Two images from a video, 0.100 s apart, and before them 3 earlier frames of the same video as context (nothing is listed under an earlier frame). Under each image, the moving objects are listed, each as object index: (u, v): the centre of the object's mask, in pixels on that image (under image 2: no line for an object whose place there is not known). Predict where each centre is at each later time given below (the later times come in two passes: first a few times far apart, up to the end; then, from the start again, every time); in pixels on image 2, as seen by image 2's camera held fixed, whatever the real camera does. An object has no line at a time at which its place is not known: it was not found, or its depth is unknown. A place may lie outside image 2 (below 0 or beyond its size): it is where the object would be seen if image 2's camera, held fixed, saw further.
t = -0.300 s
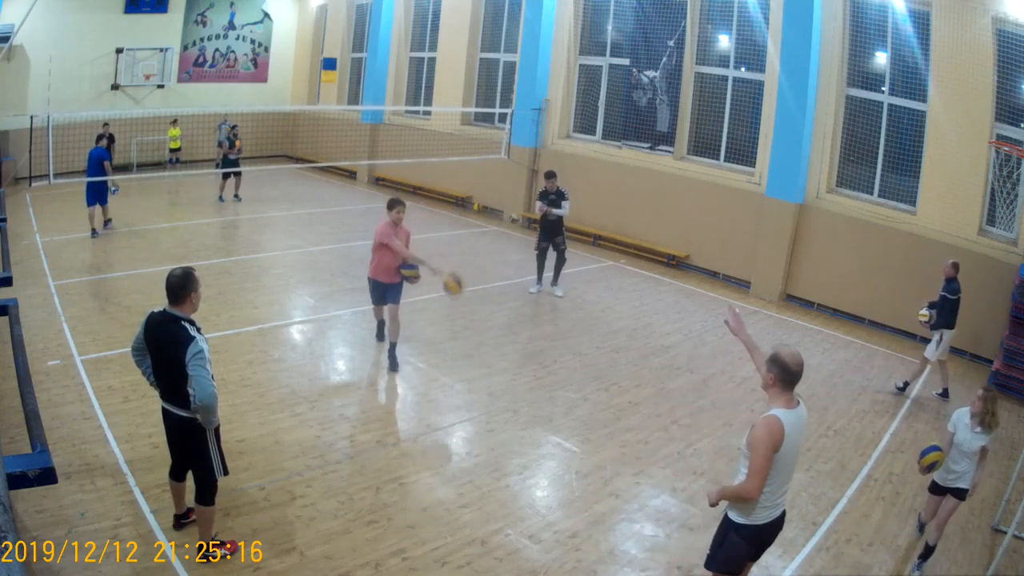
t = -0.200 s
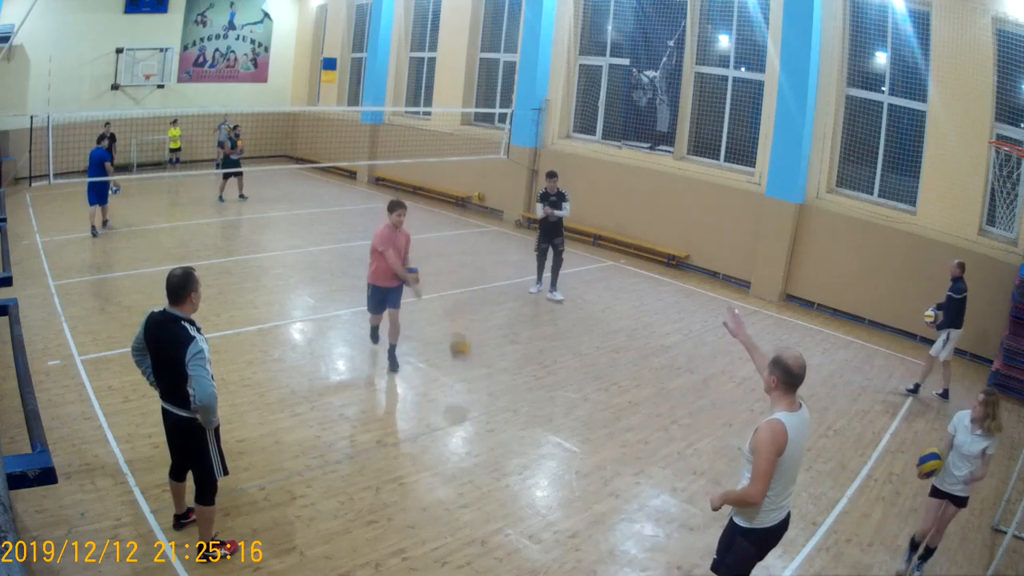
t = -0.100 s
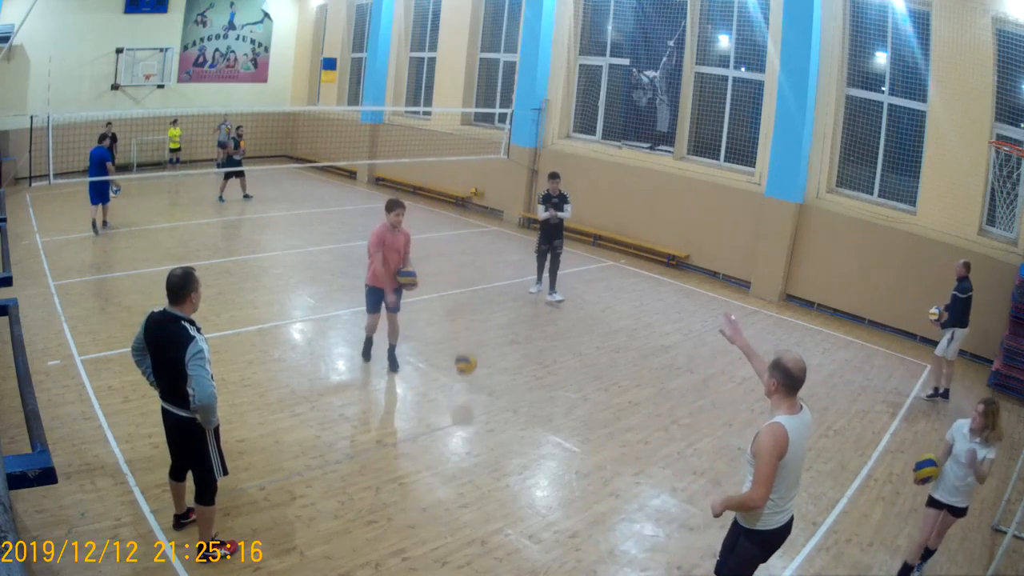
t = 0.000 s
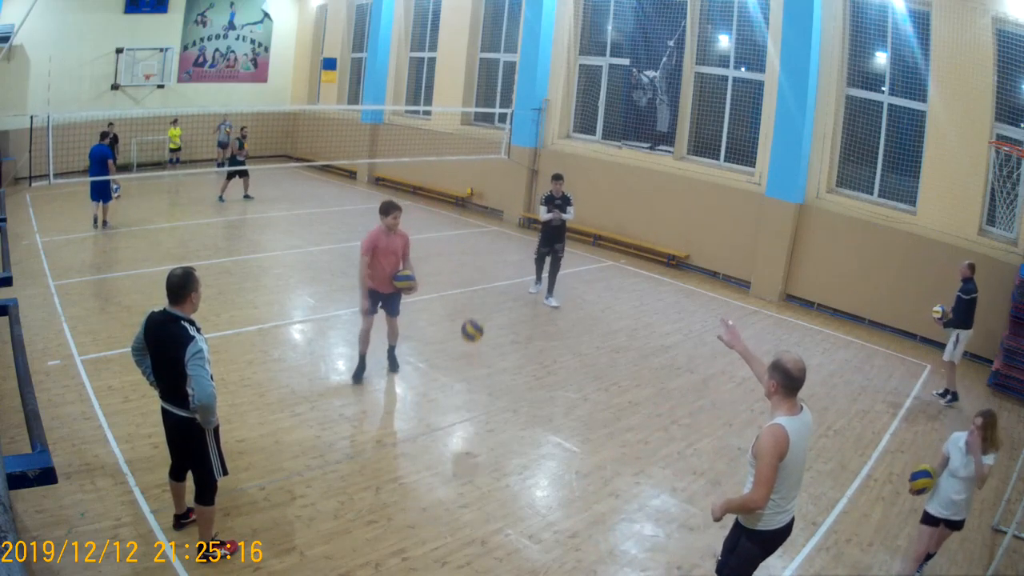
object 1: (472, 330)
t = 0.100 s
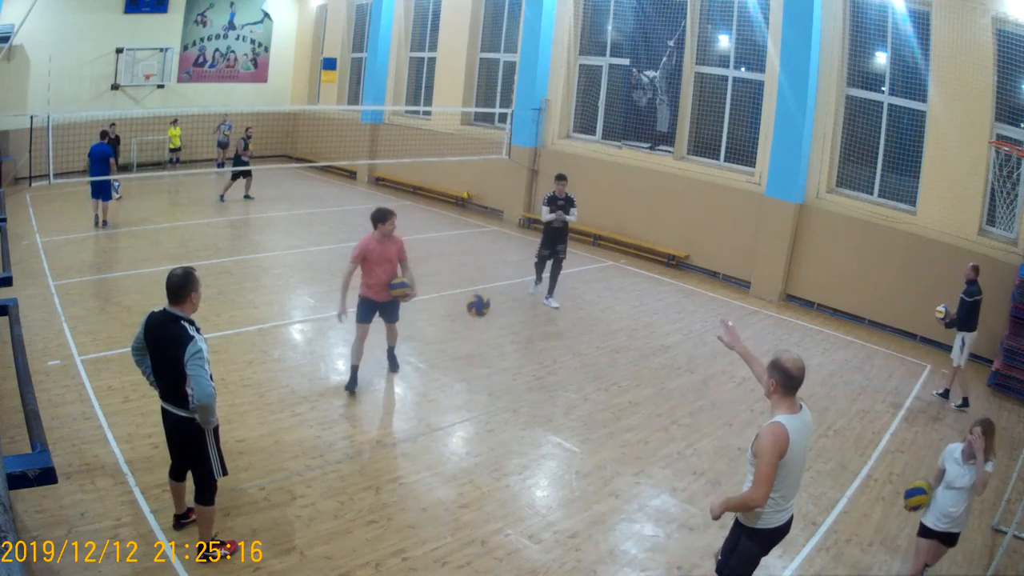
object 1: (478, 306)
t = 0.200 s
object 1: (484, 289)
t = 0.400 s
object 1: (493, 289)
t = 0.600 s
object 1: (498, 335)
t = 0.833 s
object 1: (501, 429)
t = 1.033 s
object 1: (519, 387)
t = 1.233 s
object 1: (533, 385)
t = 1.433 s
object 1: (543, 431)
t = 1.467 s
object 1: (544, 444)
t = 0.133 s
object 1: (480, 299)
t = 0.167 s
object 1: (482, 294)
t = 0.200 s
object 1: (484, 289)
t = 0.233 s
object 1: (485, 286)
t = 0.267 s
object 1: (487, 285)
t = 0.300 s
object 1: (489, 284)
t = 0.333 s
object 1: (490, 284)
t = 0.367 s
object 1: (492, 286)
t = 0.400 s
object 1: (493, 289)
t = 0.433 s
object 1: (494, 293)
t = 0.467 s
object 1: (495, 298)
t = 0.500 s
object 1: (496, 306)
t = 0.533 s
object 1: (497, 314)
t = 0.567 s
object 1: (498, 323)
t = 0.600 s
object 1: (498, 335)
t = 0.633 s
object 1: (499, 346)
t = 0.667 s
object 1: (499, 361)
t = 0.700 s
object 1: (499, 375)
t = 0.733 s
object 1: (500, 390)
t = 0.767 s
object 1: (499, 407)
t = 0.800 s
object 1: (499, 423)
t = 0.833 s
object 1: (501, 429)
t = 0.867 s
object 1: (504, 420)
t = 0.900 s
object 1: (507, 411)
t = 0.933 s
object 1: (510, 403)
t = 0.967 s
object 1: (513, 397)
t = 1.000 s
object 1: (516, 391)
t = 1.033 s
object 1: (519, 387)
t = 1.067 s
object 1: (521, 383)
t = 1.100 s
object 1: (524, 381)
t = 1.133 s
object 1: (526, 380)
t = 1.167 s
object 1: (529, 380)
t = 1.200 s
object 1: (531, 382)
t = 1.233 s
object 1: (533, 385)
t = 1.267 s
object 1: (535, 390)
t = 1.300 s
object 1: (537, 395)
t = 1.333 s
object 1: (539, 402)
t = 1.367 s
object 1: (540, 411)
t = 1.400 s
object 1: (542, 420)
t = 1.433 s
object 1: (543, 431)
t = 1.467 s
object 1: (544, 444)
